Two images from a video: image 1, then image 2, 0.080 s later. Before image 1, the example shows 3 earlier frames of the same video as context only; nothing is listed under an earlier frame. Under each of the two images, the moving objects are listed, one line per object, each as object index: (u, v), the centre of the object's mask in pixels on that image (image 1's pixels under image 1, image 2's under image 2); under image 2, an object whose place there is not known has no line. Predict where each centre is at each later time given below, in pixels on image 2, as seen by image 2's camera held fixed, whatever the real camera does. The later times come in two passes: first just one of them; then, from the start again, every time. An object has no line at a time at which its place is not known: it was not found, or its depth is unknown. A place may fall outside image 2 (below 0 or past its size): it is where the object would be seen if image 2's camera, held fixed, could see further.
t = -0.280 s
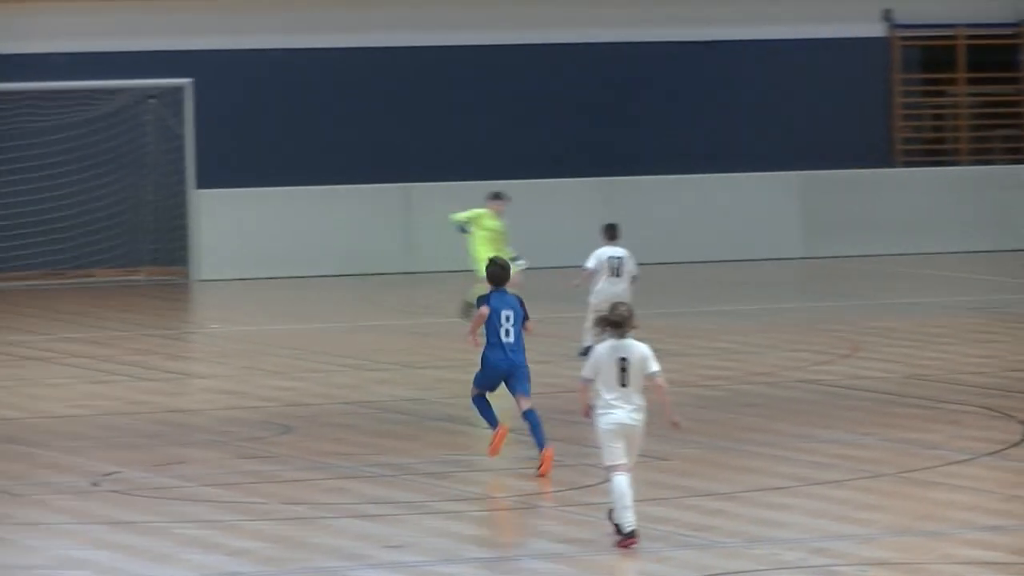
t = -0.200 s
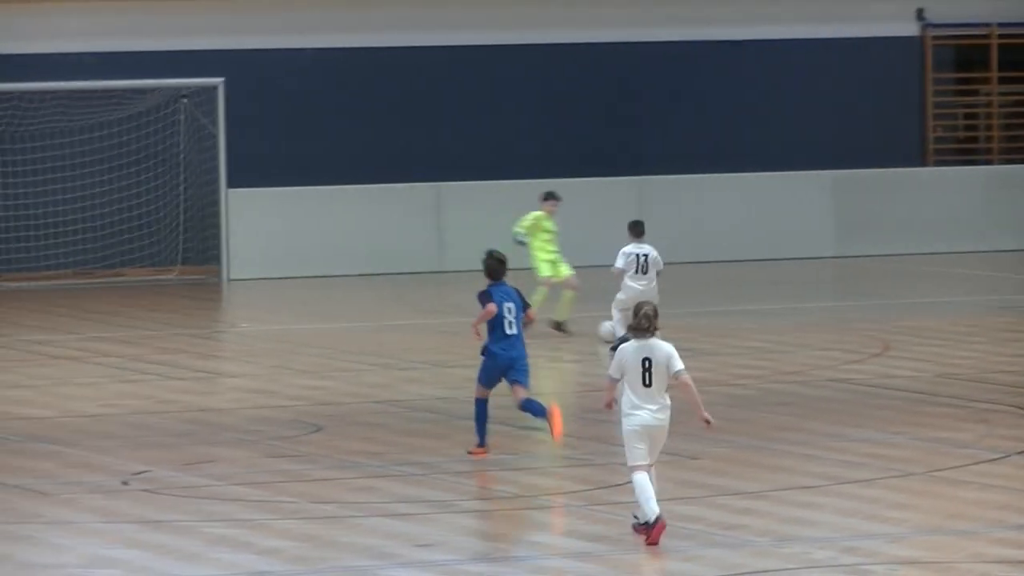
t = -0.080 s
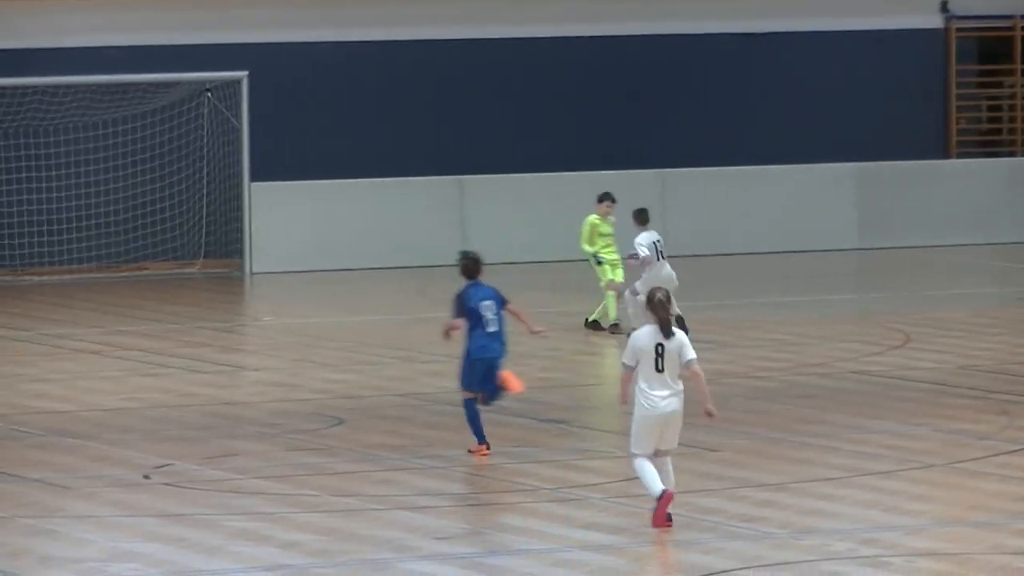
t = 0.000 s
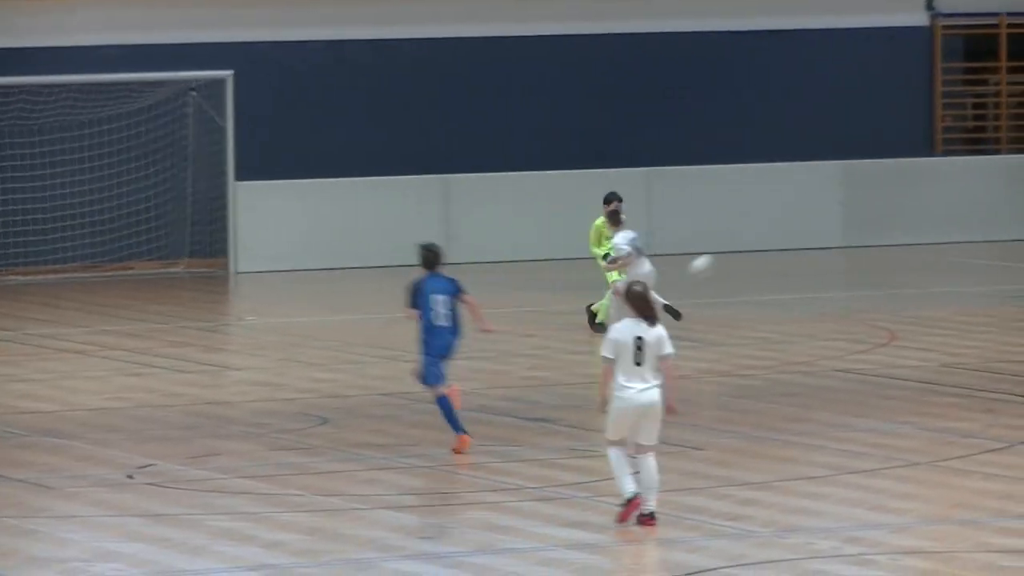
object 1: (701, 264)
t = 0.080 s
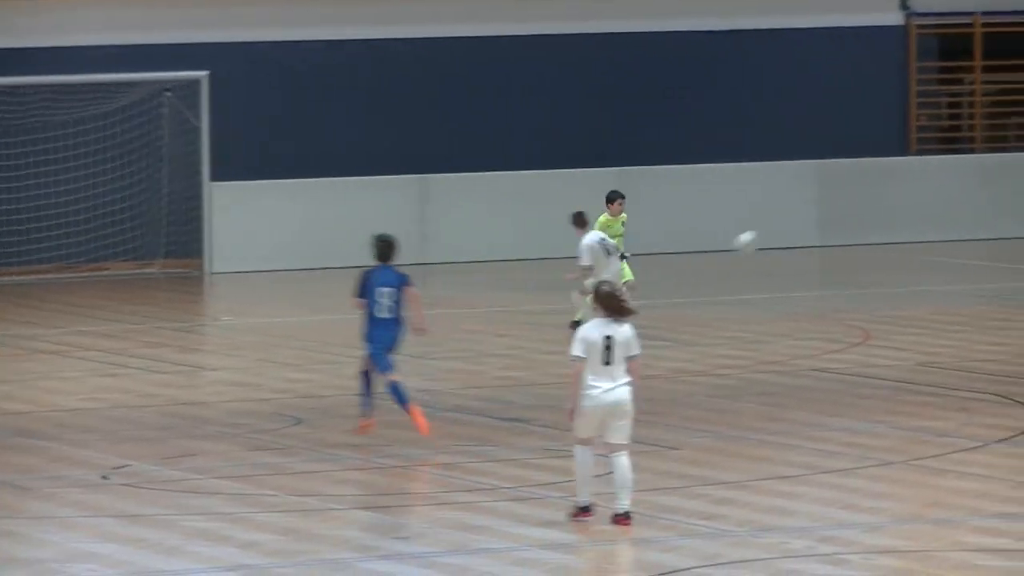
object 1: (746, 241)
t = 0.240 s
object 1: (883, 215)
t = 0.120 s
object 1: (780, 230)
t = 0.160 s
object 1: (815, 221)
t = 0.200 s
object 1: (849, 216)
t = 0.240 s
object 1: (883, 215)
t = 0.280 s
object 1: (918, 210)
